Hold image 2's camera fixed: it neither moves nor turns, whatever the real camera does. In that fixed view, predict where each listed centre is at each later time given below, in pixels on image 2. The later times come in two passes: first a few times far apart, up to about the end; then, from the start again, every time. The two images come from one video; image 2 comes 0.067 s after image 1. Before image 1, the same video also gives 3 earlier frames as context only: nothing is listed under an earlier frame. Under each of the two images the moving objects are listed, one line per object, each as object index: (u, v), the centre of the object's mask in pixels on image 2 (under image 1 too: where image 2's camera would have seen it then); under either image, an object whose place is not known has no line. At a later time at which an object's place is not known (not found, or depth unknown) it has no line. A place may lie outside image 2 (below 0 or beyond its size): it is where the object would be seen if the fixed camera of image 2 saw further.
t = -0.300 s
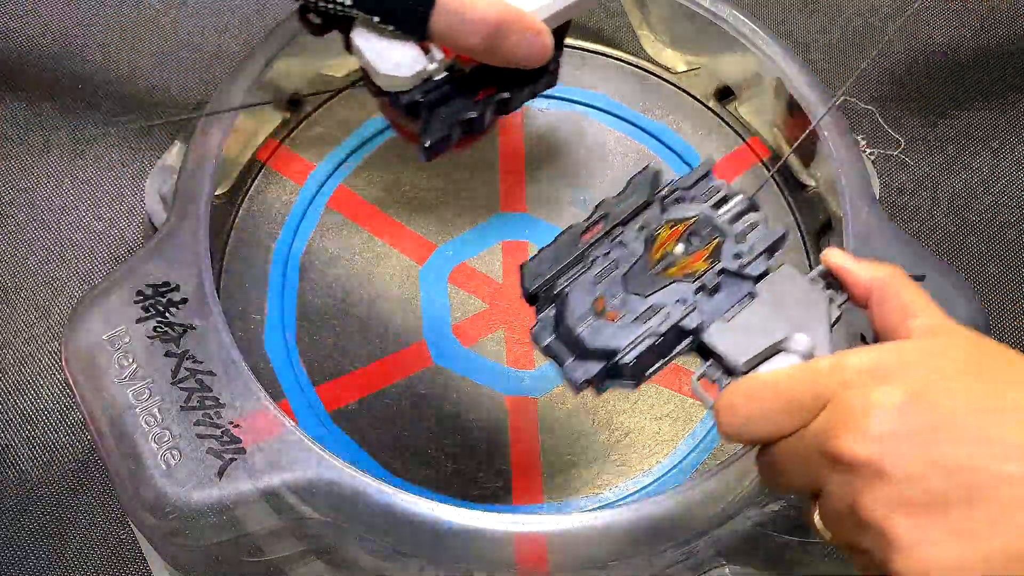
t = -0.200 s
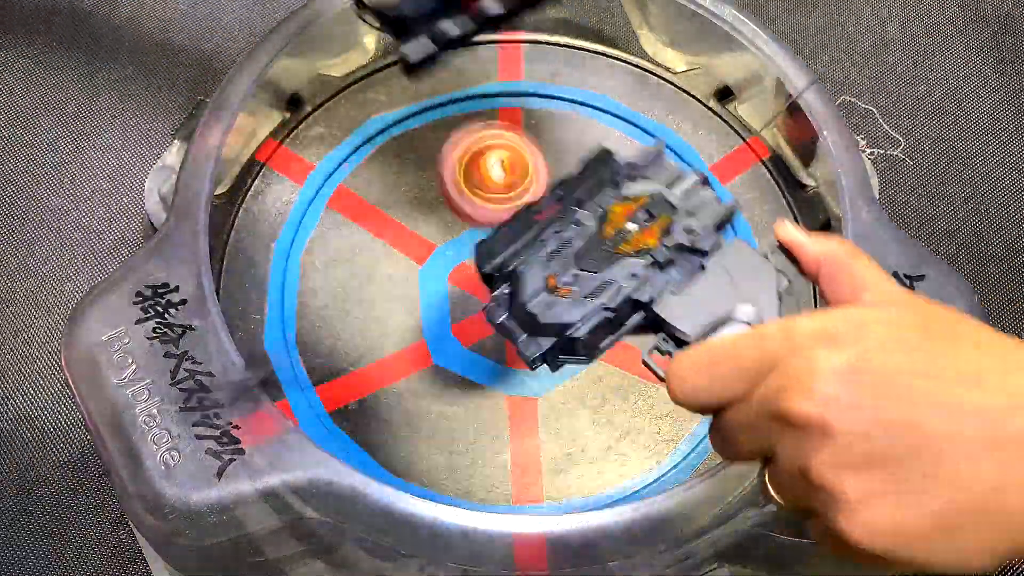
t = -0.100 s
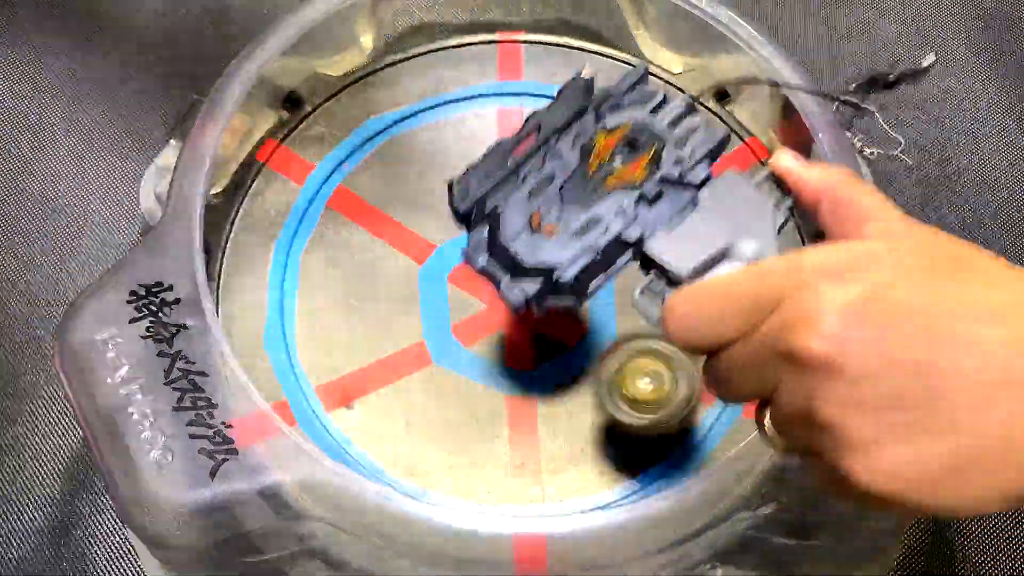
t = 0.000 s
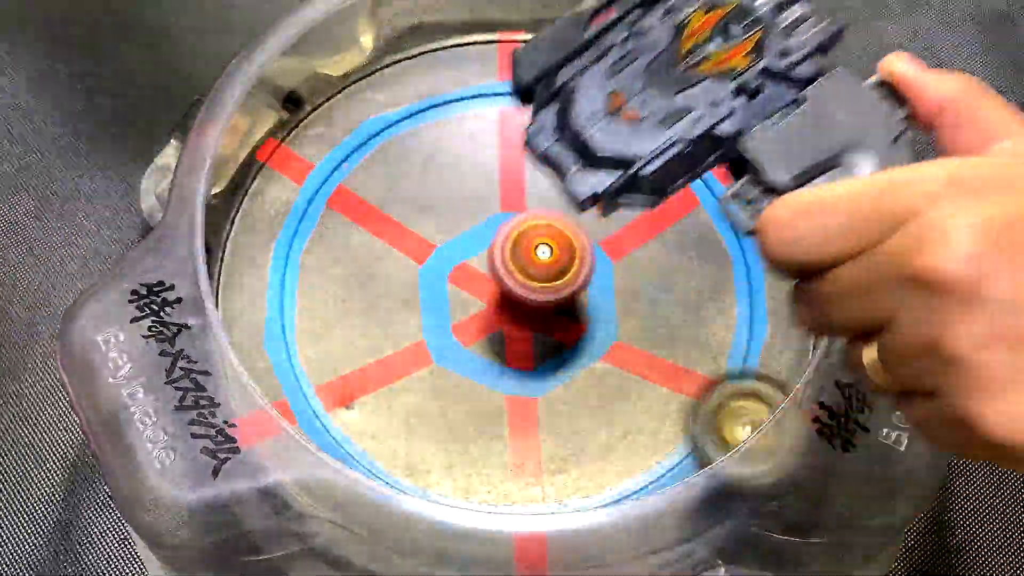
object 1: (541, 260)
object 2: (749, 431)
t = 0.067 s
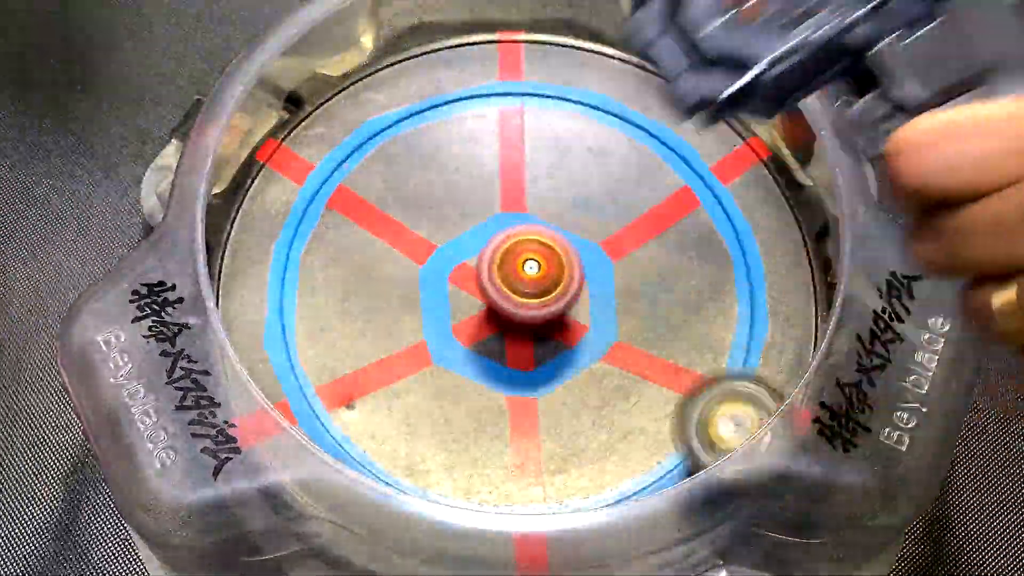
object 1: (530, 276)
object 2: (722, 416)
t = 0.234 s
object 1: (433, 324)
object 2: (567, 306)
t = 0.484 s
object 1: (310, 191)
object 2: (467, 136)
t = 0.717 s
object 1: (379, 183)
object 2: (692, 101)
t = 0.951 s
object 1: (388, 241)
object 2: (670, 329)
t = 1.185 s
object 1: (359, 254)
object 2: (469, 394)
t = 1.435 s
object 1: (590, 165)
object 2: (407, 465)
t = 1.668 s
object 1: (725, 260)
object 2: (566, 443)
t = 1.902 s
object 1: (664, 470)
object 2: (444, 228)
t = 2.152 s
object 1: (369, 246)
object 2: (254, 237)
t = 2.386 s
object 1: (510, 23)
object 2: (361, 421)
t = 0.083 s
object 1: (525, 281)
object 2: (714, 414)
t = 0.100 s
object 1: (519, 289)
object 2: (701, 410)
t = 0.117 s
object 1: (512, 296)
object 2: (689, 400)
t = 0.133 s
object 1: (502, 305)
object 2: (670, 387)
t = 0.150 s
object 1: (492, 311)
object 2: (653, 377)
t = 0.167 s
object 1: (482, 316)
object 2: (637, 360)
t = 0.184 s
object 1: (470, 320)
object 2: (620, 348)
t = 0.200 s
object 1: (458, 322)
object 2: (601, 333)
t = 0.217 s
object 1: (446, 324)
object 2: (588, 320)
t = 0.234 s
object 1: (433, 324)
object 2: (567, 306)
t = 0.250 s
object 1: (420, 322)
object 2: (552, 292)
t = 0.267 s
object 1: (407, 317)
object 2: (536, 279)
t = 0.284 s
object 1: (395, 312)
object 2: (519, 264)
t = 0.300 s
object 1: (384, 303)
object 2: (504, 253)
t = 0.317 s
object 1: (374, 293)
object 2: (488, 242)
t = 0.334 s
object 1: (364, 282)
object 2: (474, 229)
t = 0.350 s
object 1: (358, 268)
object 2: (460, 220)
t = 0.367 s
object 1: (354, 255)
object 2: (449, 209)
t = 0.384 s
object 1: (347, 239)
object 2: (441, 199)
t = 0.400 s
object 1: (326, 229)
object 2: (442, 183)
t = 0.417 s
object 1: (306, 220)
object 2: (448, 172)
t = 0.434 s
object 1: (294, 211)
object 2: (454, 159)
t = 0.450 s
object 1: (299, 201)
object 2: (459, 150)
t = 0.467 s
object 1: (304, 195)
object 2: (464, 144)
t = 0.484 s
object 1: (310, 191)
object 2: (467, 136)
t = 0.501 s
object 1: (317, 190)
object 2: (474, 132)
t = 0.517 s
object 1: (325, 191)
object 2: (480, 128)
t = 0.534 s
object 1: (335, 186)
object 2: (486, 123)
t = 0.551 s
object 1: (347, 181)
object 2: (489, 121)
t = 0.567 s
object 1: (359, 176)
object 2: (493, 120)
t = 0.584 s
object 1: (372, 171)
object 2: (498, 123)
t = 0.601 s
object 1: (389, 165)
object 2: (503, 125)
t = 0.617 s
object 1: (406, 159)
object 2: (506, 127)
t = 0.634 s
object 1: (403, 160)
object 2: (532, 126)
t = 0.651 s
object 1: (394, 165)
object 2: (567, 118)
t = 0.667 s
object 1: (388, 169)
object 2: (603, 109)
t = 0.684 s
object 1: (383, 176)
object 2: (634, 106)
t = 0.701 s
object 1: (380, 179)
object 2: (665, 101)
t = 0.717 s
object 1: (379, 183)
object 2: (692, 101)
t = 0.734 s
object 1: (379, 186)
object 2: (712, 108)
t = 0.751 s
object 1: (380, 188)
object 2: (725, 124)
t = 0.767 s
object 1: (380, 190)
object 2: (731, 140)
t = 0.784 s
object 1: (381, 192)
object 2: (737, 159)
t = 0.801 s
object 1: (382, 194)
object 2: (738, 176)
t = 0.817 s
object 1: (384, 198)
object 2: (740, 194)
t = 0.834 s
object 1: (385, 202)
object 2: (739, 215)
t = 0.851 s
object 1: (386, 206)
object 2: (734, 233)
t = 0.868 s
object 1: (387, 211)
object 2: (726, 251)
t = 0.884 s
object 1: (388, 216)
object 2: (719, 268)
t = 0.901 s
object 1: (389, 222)
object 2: (709, 287)
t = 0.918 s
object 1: (389, 229)
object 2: (695, 300)
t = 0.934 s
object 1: (389, 234)
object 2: (683, 315)
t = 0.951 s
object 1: (388, 241)
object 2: (670, 329)
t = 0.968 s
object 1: (387, 246)
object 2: (657, 341)
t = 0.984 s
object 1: (385, 252)
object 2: (640, 352)
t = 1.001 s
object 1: (383, 256)
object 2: (625, 362)
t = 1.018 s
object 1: (380, 261)
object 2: (608, 372)
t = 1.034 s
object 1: (378, 264)
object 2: (590, 377)
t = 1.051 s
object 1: (374, 268)
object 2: (575, 383)
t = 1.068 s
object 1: (371, 269)
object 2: (562, 388)
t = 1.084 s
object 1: (367, 270)
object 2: (546, 392)
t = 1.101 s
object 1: (364, 270)
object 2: (531, 394)
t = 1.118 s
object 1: (360, 269)
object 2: (516, 394)
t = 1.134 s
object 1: (358, 267)
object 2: (504, 395)
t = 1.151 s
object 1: (356, 263)
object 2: (490, 396)
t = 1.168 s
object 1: (356, 259)
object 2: (479, 396)
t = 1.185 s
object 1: (359, 254)
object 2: (469, 394)
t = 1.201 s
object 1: (363, 249)
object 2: (462, 393)
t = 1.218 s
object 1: (370, 247)
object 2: (455, 391)
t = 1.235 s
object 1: (379, 244)
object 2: (448, 387)
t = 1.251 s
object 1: (389, 244)
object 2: (440, 384)
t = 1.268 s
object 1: (400, 246)
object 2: (436, 380)
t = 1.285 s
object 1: (412, 248)
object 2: (433, 376)
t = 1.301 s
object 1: (426, 253)
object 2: (429, 371)
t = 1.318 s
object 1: (440, 259)
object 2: (429, 364)
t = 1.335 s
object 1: (455, 263)
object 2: (427, 363)
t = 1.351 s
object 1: (478, 244)
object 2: (420, 389)
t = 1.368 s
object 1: (500, 226)
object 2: (409, 418)
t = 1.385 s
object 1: (522, 208)
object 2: (402, 437)
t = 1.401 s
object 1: (547, 193)
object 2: (401, 449)
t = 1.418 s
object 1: (570, 177)
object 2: (406, 459)
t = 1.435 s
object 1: (590, 165)
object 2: (407, 465)
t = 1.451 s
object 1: (613, 154)
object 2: (411, 474)
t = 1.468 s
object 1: (634, 142)
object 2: (423, 478)
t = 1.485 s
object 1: (656, 133)
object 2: (429, 480)
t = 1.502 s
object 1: (677, 126)
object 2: (442, 477)
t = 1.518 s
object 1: (688, 128)
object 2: (450, 475)
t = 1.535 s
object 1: (694, 136)
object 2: (461, 474)
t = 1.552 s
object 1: (701, 147)
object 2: (471, 475)
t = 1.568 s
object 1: (707, 160)
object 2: (482, 473)
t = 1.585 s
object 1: (711, 175)
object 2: (495, 470)
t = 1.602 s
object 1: (716, 189)
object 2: (512, 470)
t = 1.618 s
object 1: (719, 205)
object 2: (524, 465)
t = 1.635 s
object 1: (722, 222)
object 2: (541, 462)
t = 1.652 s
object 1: (724, 240)
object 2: (553, 454)
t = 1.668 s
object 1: (725, 260)
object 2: (566, 443)
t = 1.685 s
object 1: (725, 281)
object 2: (577, 431)
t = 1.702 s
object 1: (724, 303)
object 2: (586, 418)
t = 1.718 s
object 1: (722, 325)
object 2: (591, 404)
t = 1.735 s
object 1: (717, 351)
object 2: (594, 388)
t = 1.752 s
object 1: (715, 375)
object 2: (591, 369)
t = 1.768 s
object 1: (718, 395)
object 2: (578, 350)
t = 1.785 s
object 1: (716, 412)
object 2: (563, 332)
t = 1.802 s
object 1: (731, 448)
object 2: (549, 315)
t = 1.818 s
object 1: (735, 472)
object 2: (535, 297)
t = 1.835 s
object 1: (726, 475)
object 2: (516, 280)
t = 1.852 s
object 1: (711, 473)
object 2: (499, 267)
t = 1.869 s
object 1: (697, 473)
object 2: (481, 252)
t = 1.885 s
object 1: (683, 471)
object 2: (463, 240)
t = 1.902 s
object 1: (664, 470)
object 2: (444, 228)
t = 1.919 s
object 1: (644, 467)
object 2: (427, 220)
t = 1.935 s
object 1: (622, 458)
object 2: (408, 211)
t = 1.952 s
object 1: (602, 459)
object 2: (391, 204)
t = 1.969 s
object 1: (579, 457)
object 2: (373, 198)
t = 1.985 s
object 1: (555, 451)
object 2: (358, 195)
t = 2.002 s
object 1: (529, 442)
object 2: (342, 192)
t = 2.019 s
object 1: (502, 426)
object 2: (326, 192)
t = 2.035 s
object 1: (477, 410)
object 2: (311, 192)
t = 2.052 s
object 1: (456, 392)
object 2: (301, 193)
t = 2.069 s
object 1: (434, 369)
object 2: (291, 198)
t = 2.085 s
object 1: (416, 346)
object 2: (283, 205)
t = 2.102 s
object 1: (399, 324)
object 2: (274, 213)
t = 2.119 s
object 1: (387, 298)
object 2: (265, 219)
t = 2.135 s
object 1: (376, 271)
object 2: (257, 227)
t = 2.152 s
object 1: (369, 246)
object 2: (254, 237)
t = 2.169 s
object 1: (364, 219)
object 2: (254, 250)
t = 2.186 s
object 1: (363, 194)
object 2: (255, 262)
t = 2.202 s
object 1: (362, 168)
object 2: (255, 276)
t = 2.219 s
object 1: (363, 143)
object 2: (256, 290)
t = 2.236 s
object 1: (366, 120)
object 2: (259, 304)
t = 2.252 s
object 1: (375, 100)
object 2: (263, 317)
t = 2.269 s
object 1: (390, 82)
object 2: (268, 332)
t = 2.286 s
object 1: (405, 68)
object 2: (275, 346)
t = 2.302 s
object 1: (419, 58)
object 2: (284, 359)
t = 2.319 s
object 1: (436, 47)
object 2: (295, 373)
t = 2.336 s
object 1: (453, 37)
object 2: (307, 385)
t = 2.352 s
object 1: (470, 31)
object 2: (321, 398)
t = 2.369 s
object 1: (489, 24)
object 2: (340, 412)
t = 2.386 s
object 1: (510, 23)
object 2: (361, 421)
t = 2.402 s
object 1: (532, 21)
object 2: (385, 432)
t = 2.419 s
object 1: (554, 22)
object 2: (410, 437)
